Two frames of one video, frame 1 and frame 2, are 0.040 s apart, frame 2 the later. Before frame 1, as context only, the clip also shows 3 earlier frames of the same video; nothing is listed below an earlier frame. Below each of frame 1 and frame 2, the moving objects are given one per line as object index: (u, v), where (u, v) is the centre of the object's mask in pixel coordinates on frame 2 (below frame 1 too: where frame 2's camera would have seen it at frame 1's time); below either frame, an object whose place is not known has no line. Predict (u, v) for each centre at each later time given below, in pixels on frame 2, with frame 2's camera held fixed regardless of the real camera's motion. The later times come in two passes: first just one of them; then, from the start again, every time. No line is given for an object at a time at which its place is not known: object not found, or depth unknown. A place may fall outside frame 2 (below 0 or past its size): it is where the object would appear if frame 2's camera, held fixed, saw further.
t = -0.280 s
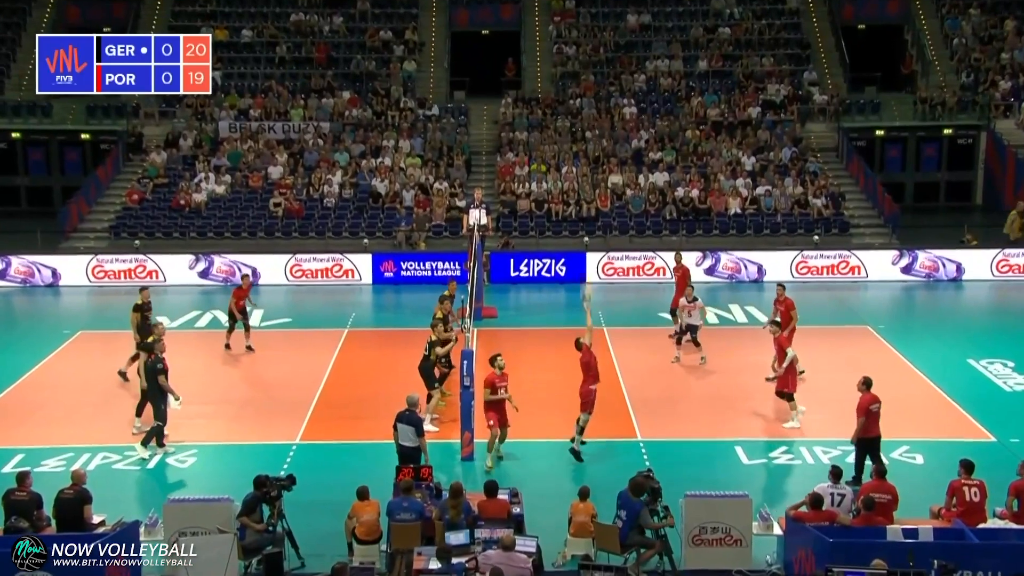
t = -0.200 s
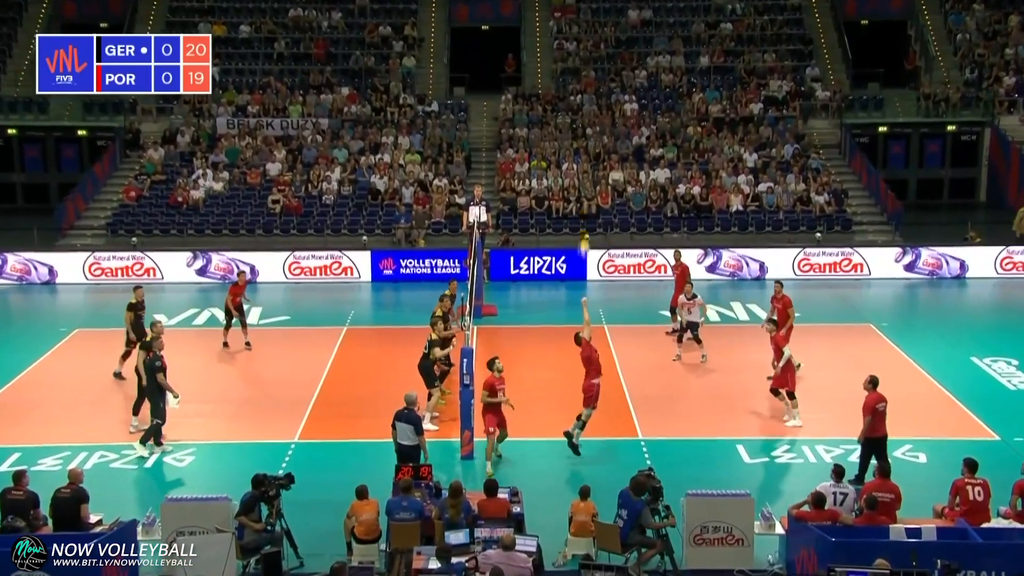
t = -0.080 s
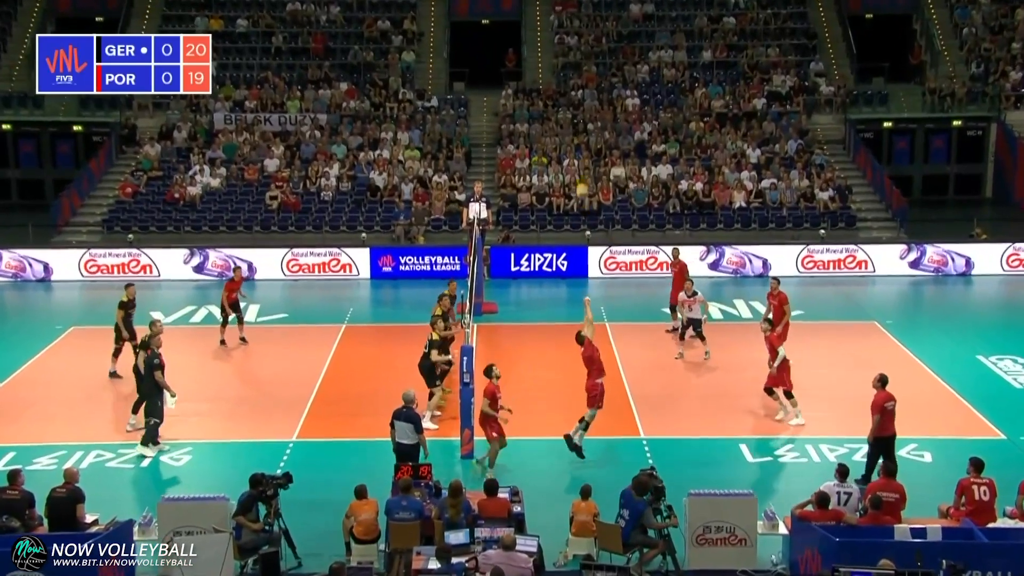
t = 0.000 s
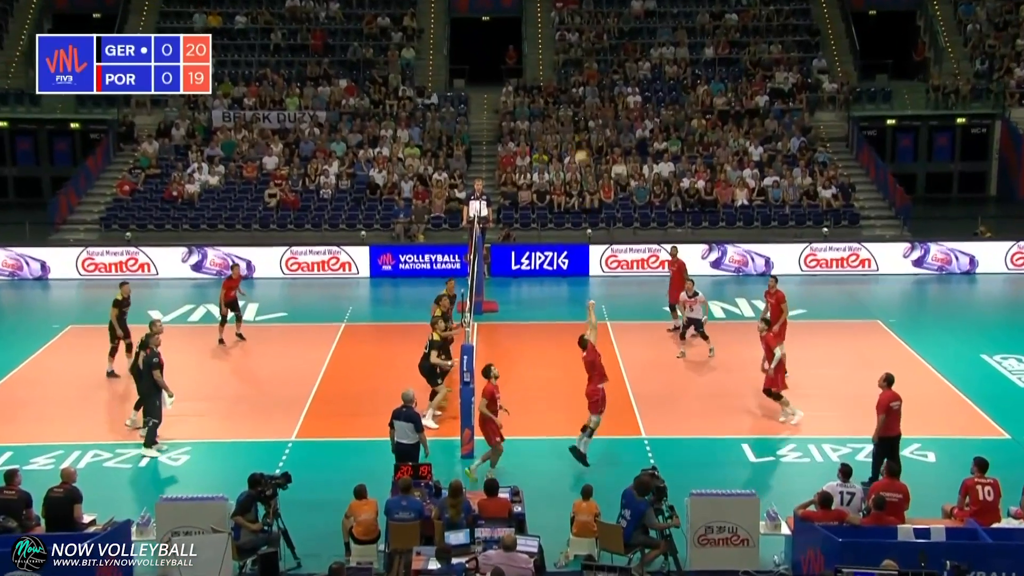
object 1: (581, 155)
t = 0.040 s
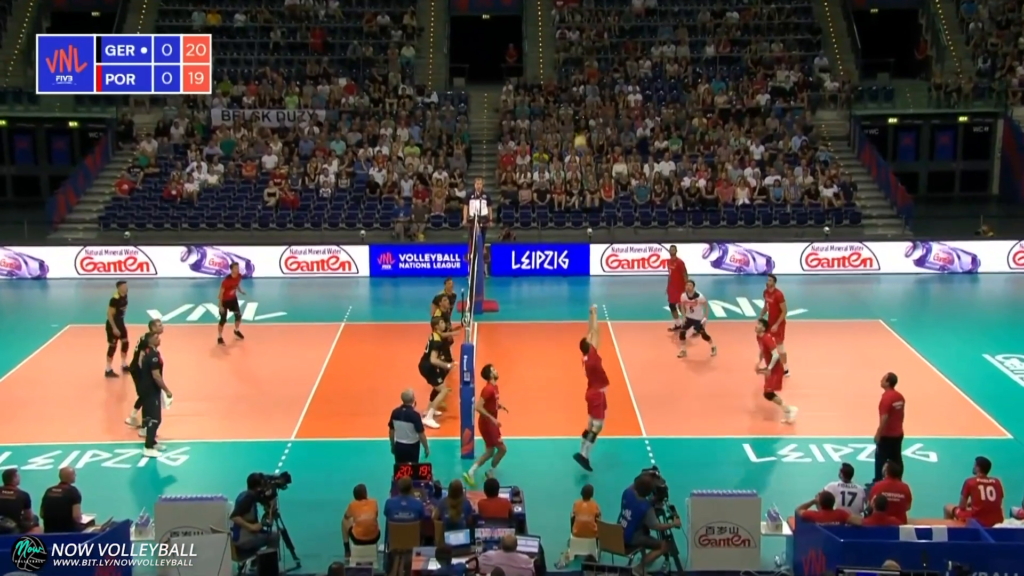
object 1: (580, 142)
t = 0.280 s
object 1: (577, 79)
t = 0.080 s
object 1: (579, 130)
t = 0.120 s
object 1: (579, 117)
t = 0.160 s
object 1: (578, 106)
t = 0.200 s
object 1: (576, 96)
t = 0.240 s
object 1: (577, 87)
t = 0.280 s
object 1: (577, 79)
